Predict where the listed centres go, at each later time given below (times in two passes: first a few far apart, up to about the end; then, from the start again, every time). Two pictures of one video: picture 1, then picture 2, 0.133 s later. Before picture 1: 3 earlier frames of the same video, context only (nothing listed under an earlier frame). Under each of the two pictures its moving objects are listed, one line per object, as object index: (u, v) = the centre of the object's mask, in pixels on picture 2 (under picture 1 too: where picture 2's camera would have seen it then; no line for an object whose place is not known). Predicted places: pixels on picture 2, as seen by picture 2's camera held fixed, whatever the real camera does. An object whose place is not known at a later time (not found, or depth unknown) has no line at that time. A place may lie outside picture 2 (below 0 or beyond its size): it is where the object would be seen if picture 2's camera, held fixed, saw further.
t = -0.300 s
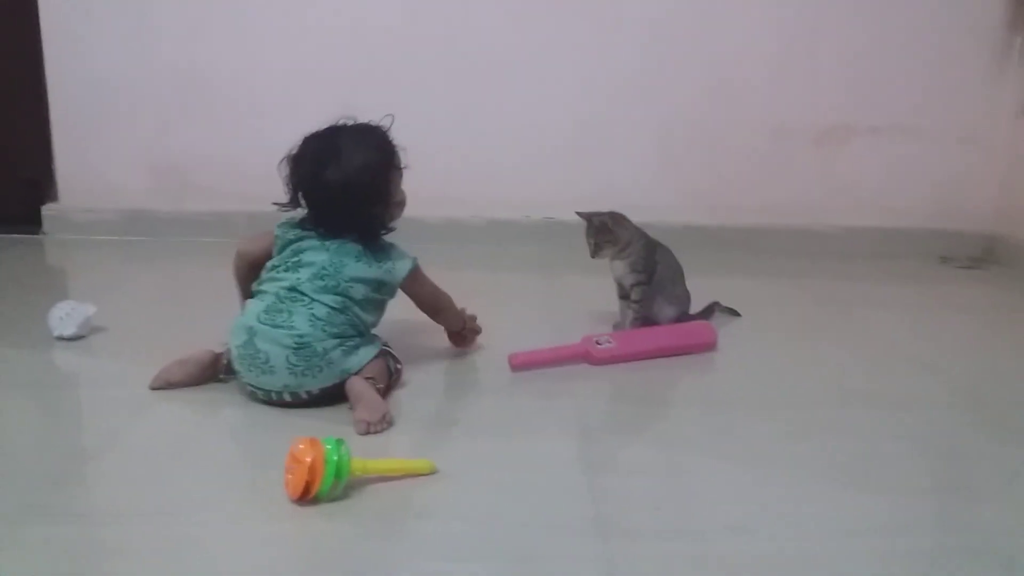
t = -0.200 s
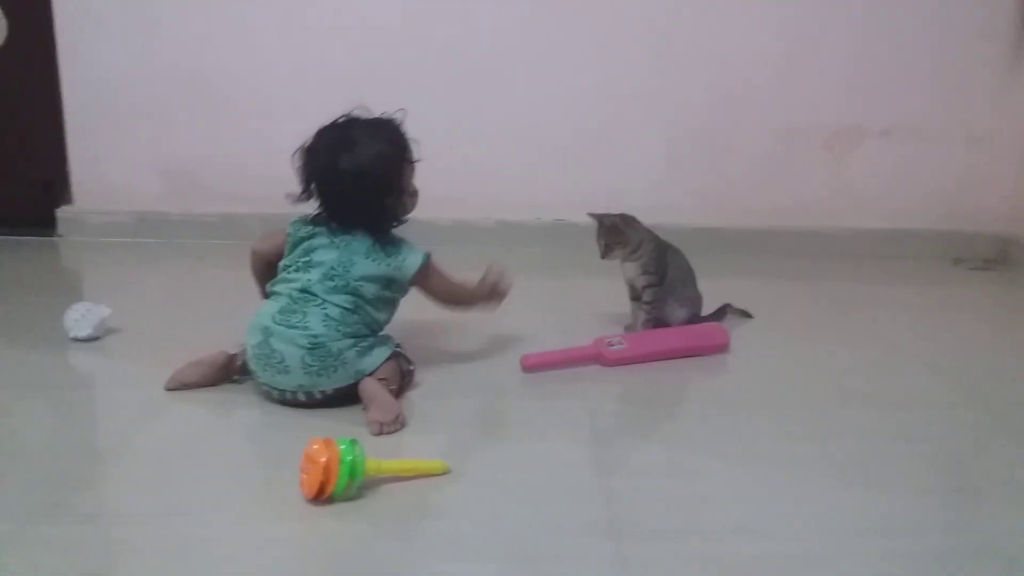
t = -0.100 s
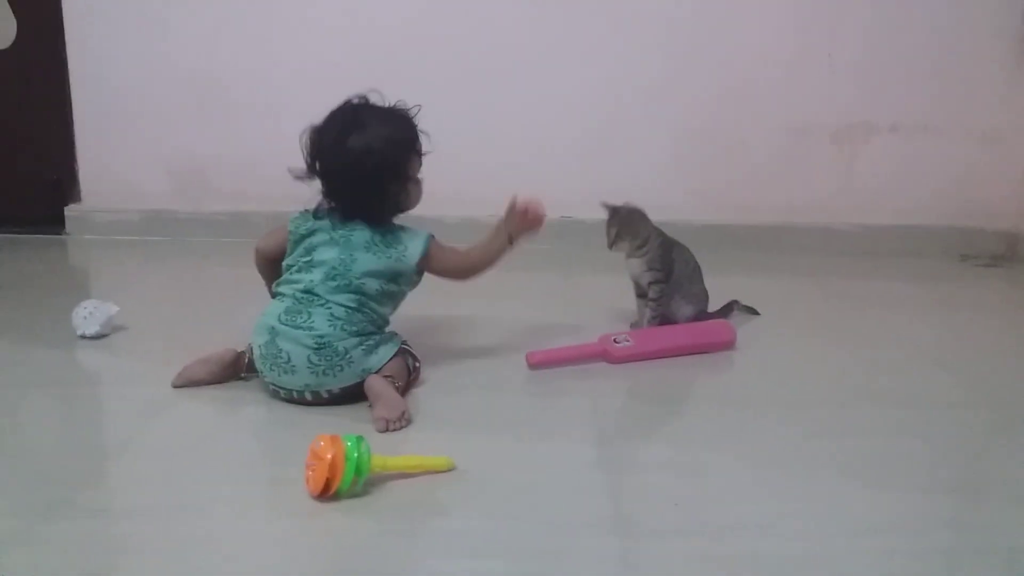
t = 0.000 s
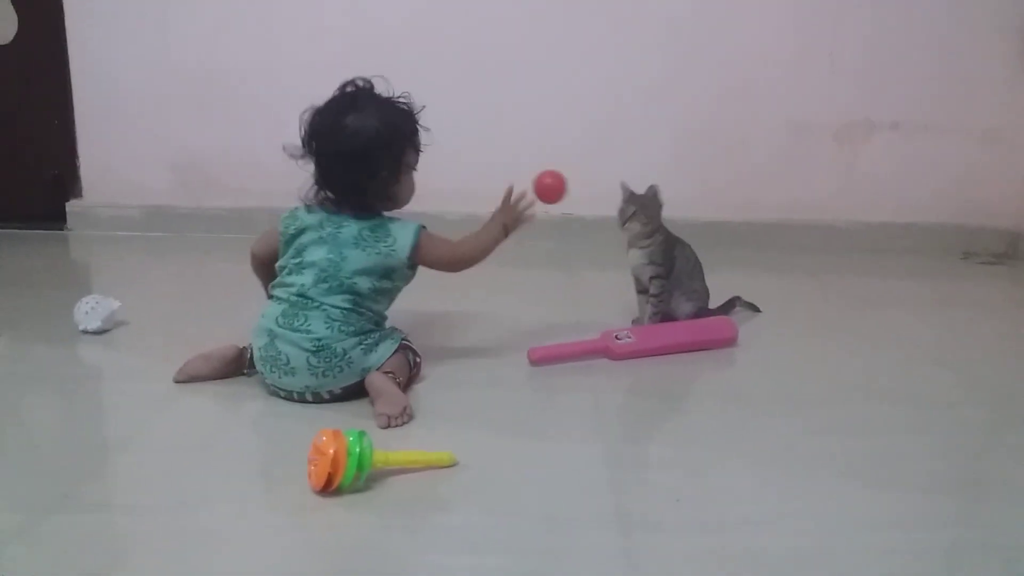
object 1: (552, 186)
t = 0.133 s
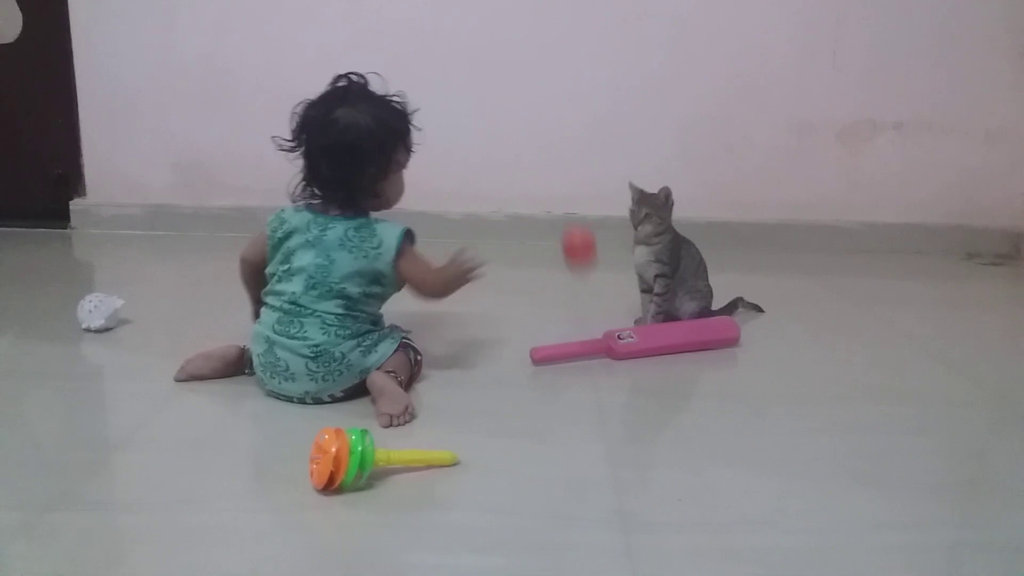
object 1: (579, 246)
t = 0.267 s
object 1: (599, 340)
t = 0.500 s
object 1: (622, 282)
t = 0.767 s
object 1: (643, 322)
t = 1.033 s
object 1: (664, 383)
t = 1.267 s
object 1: (689, 428)
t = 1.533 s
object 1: (707, 460)
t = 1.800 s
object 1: (726, 508)
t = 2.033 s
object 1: (730, 564)
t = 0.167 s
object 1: (584, 280)
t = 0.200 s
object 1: (589, 319)
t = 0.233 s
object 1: (596, 366)
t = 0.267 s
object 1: (599, 340)
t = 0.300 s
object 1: (604, 311)
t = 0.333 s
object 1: (608, 290)
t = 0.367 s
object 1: (611, 275)
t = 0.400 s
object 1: (615, 266)
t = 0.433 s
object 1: (617, 264)
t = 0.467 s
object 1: (619, 269)
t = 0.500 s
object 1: (622, 282)
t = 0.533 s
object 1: (623, 302)
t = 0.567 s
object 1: (624, 335)
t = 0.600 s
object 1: (625, 376)
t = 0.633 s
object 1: (627, 398)
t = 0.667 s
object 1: (631, 366)
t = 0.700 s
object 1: (635, 345)
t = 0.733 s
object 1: (639, 330)
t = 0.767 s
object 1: (643, 322)
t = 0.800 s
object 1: (646, 321)
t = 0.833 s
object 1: (648, 329)
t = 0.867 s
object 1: (650, 344)
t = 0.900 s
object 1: (652, 371)
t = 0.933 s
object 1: (652, 403)
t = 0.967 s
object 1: (655, 425)
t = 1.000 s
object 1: (660, 400)
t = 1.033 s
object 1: (664, 383)
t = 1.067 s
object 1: (669, 374)
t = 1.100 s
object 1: (675, 378)
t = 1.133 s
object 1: (678, 394)
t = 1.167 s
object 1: (680, 418)
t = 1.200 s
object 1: (682, 460)
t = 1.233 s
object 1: (686, 445)
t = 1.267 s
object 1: (689, 428)
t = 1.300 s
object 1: (691, 421)
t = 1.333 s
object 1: (694, 420)
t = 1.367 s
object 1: (695, 428)
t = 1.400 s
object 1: (696, 446)
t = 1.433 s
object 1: (696, 477)
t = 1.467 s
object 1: (698, 483)
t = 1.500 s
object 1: (703, 467)
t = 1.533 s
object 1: (707, 460)
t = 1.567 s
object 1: (710, 461)
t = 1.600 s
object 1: (712, 471)
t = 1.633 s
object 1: (714, 491)
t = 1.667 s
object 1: (716, 520)
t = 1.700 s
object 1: (720, 505)
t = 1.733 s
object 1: (722, 497)
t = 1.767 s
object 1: (725, 498)
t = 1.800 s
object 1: (726, 508)
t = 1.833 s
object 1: (727, 530)
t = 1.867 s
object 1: (728, 545)
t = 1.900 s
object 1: (729, 534)
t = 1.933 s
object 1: (731, 531)
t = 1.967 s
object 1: (731, 537)
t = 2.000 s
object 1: (731, 555)
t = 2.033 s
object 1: (730, 564)
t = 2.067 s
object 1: (733, 558)
